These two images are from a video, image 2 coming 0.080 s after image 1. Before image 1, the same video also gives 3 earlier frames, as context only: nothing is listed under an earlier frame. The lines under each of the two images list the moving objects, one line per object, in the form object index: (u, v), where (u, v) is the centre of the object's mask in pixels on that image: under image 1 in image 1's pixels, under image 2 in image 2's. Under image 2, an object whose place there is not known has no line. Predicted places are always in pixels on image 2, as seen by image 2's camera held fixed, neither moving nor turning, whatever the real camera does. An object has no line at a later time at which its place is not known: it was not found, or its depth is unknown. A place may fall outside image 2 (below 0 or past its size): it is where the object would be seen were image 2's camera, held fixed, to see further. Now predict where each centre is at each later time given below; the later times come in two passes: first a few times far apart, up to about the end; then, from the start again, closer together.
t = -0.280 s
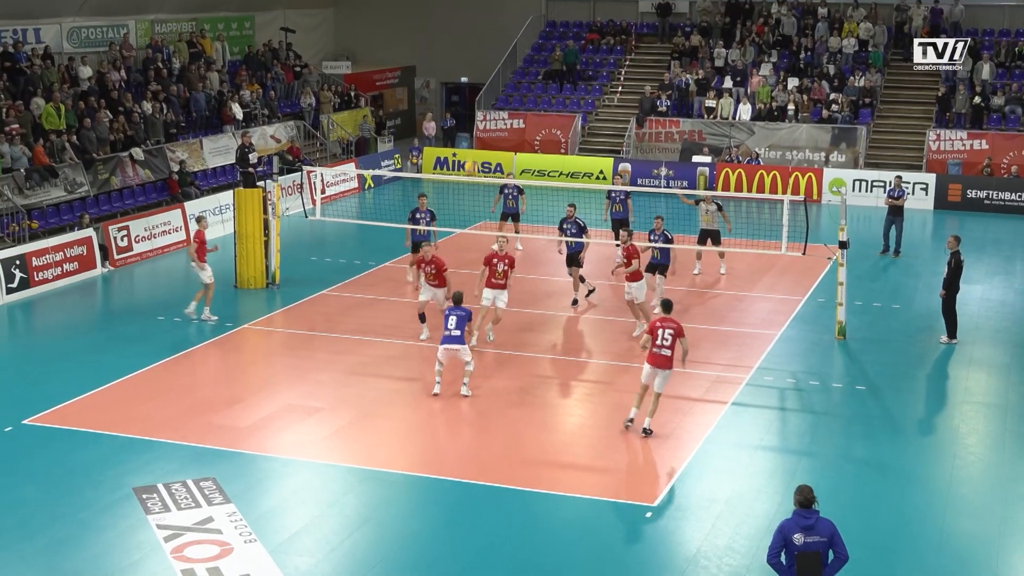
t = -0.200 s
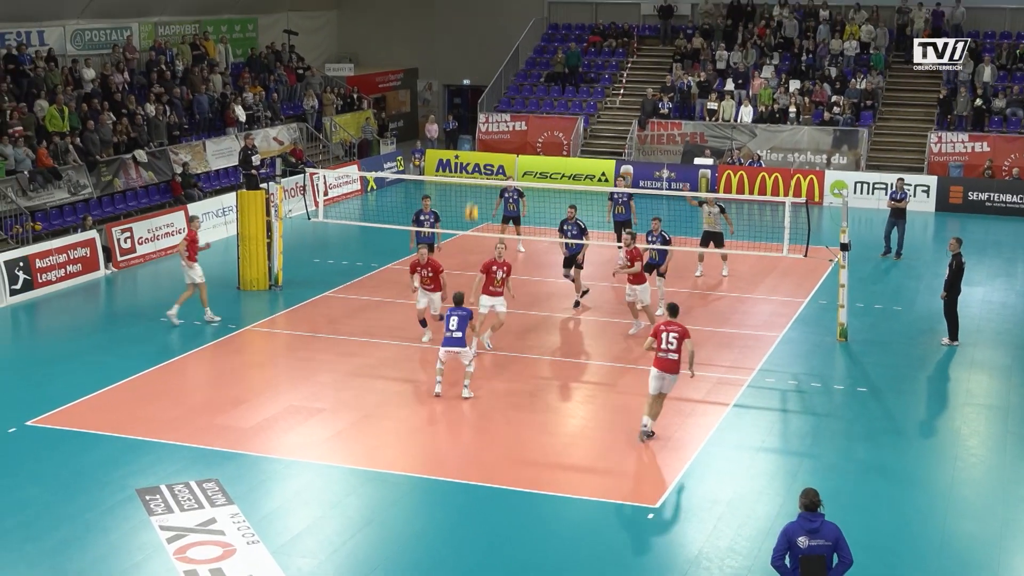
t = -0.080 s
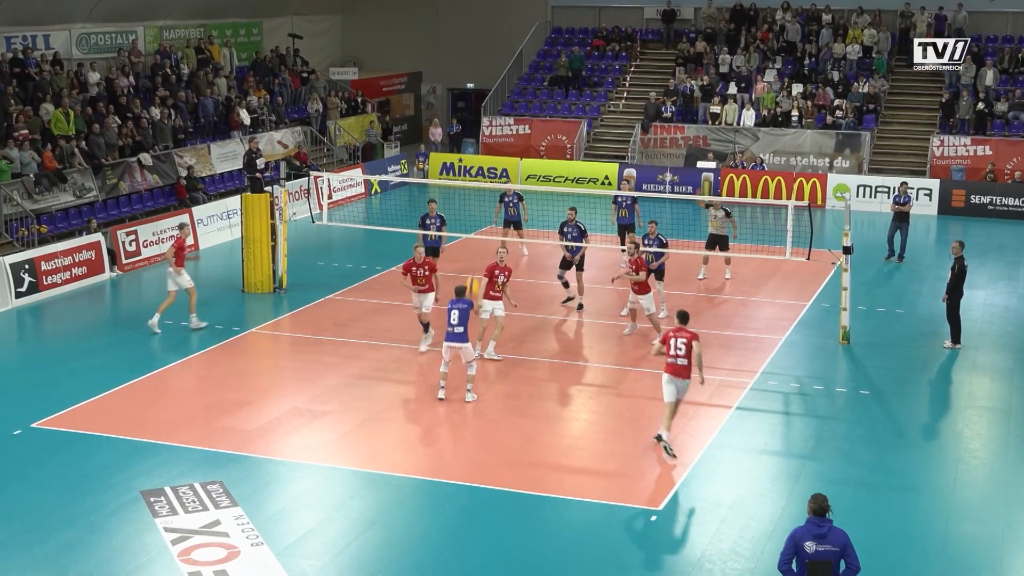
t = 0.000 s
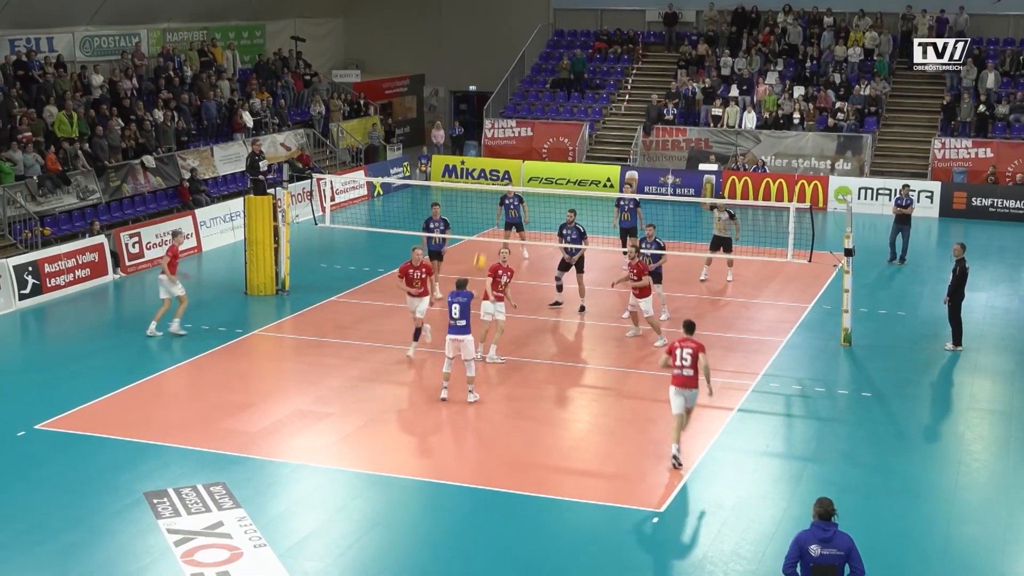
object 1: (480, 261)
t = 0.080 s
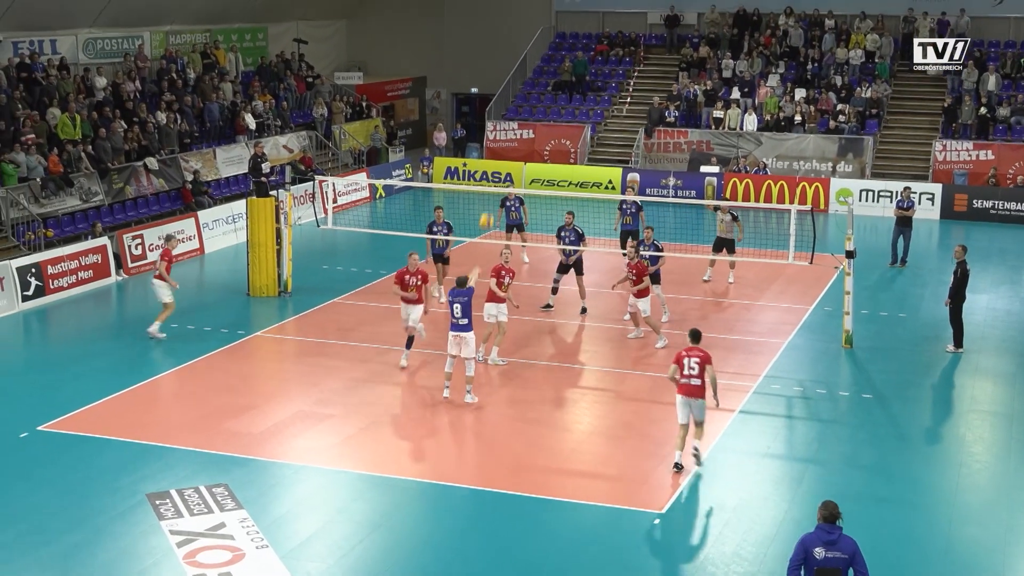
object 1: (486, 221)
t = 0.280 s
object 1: (500, 134)
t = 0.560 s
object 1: (517, 63)
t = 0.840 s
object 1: (531, 44)
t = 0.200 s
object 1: (495, 164)
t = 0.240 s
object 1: (497, 150)
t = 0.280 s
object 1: (500, 134)
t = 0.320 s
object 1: (503, 120)
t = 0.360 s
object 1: (505, 109)
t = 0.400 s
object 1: (508, 97)
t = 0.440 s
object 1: (510, 87)
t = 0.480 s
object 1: (512, 78)
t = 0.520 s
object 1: (514, 70)
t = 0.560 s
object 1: (517, 63)
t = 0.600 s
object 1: (519, 57)
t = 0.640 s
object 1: (521, 52)
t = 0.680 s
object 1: (523, 49)
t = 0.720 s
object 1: (525, 46)
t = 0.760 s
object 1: (527, 44)
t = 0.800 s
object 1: (529, 43)
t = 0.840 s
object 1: (531, 44)
